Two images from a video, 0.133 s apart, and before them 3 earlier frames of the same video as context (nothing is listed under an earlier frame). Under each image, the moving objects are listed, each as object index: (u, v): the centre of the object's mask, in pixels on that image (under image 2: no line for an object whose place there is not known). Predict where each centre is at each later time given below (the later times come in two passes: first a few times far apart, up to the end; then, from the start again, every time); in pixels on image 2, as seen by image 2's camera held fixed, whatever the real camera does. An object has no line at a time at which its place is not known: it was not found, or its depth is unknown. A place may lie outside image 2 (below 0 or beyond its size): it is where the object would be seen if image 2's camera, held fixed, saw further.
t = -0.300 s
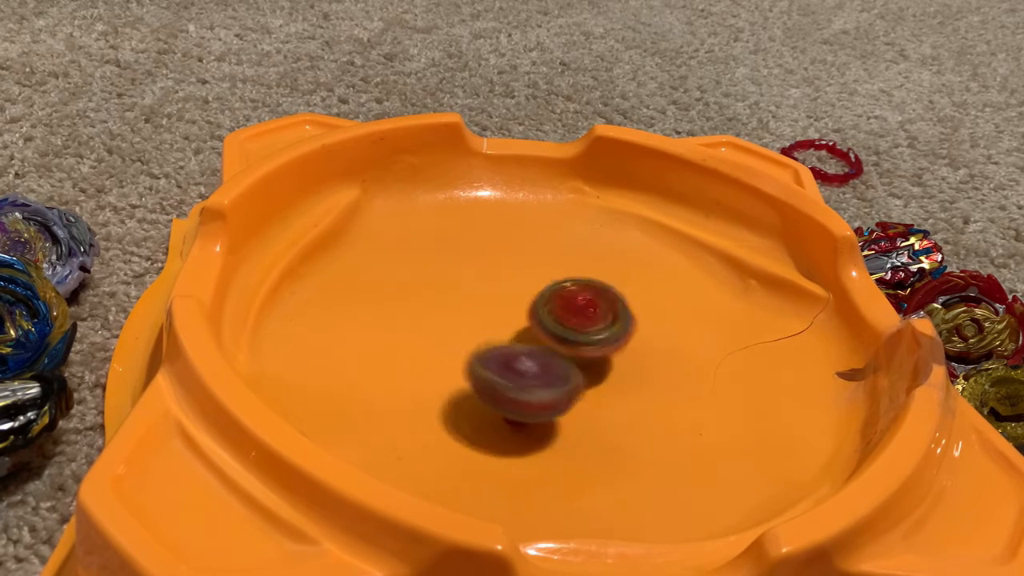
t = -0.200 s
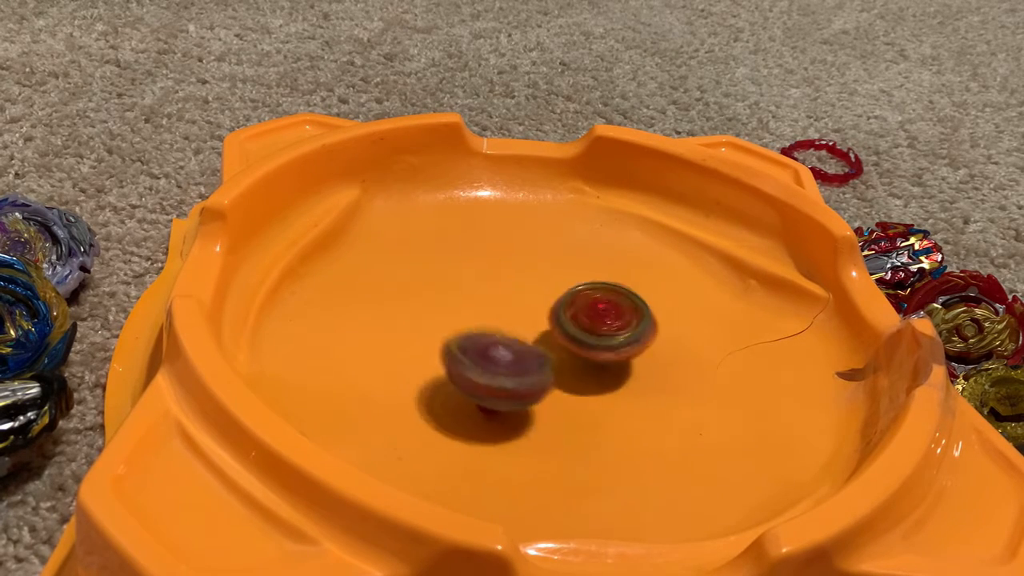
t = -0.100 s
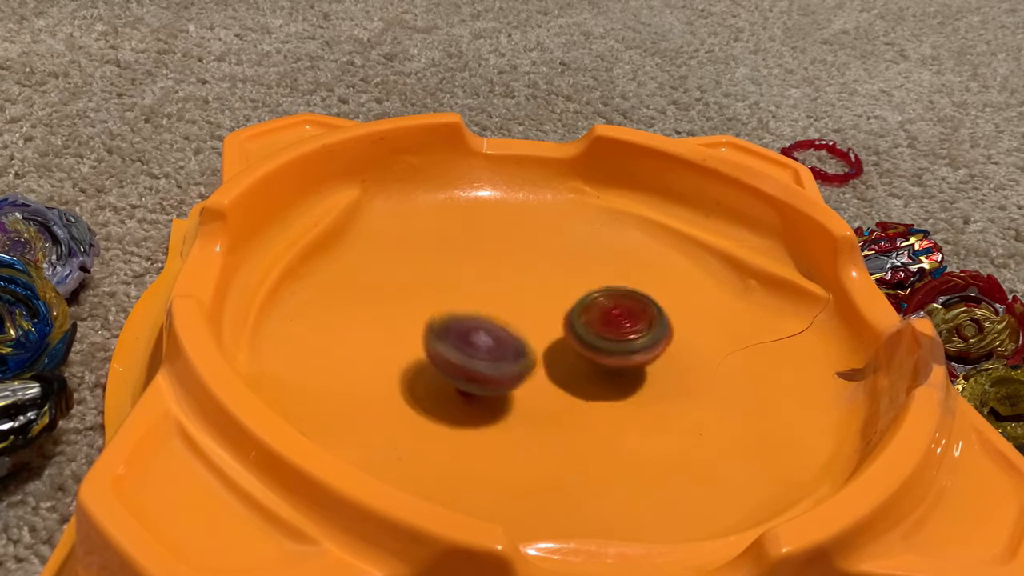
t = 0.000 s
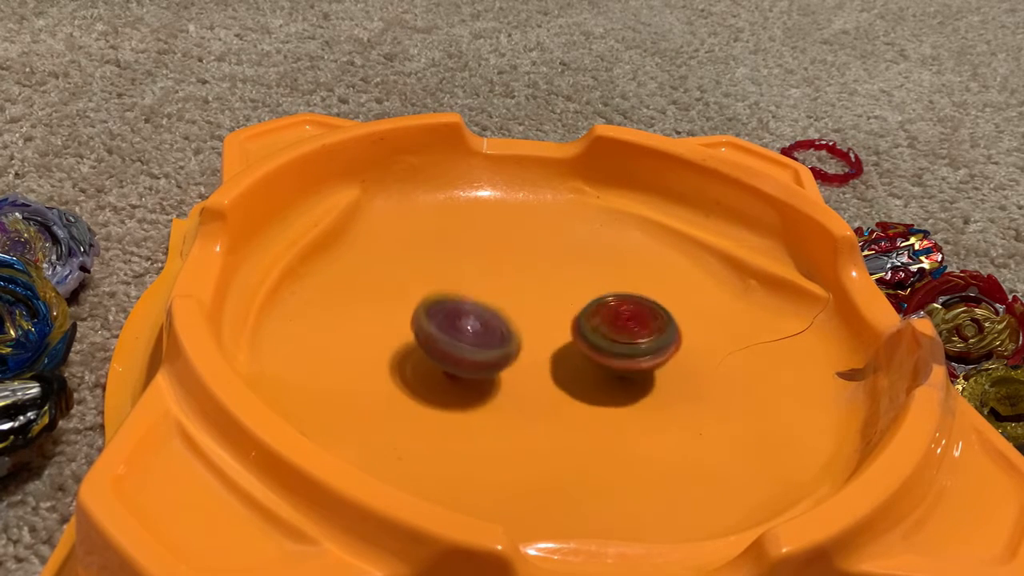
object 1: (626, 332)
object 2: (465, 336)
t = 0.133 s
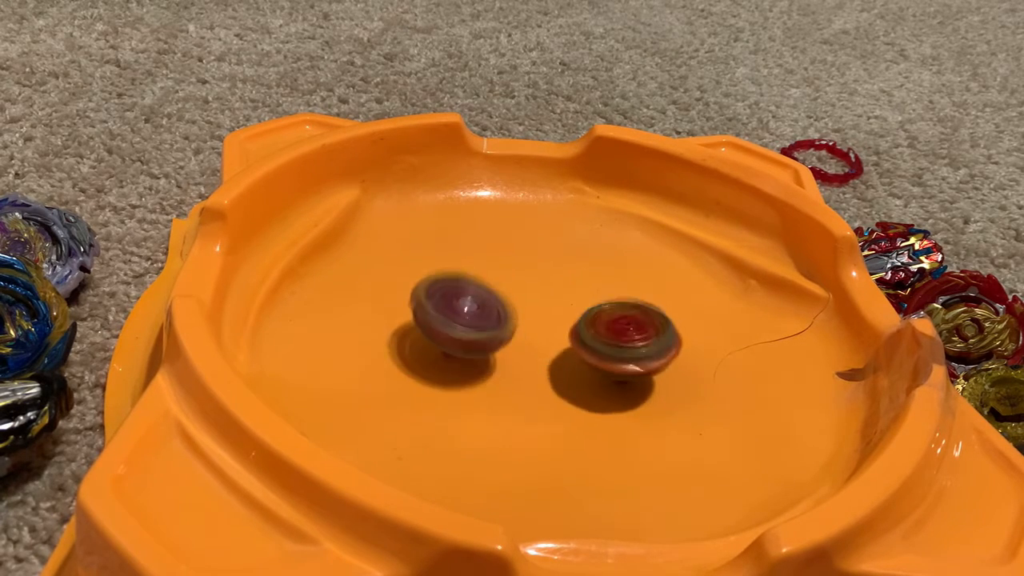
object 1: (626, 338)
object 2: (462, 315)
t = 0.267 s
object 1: (611, 341)
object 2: (476, 300)
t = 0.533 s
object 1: (580, 349)
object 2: (499, 257)
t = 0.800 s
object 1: (542, 339)
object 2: (550, 260)
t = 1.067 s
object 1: (476, 340)
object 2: (636, 282)
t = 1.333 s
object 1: (458, 340)
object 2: (664, 326)
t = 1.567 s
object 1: (507, 336)
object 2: (633, 359)
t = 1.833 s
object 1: (544, 312)
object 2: (611, 379)
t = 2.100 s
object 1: (594, 307)
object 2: (552, 375)
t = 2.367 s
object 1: (626, 320)
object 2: (514, 332)
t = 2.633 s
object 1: (635, 340)
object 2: (512, 294)
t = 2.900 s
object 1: (584, 347)
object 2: (552, 267)
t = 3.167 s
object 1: (529, 325)
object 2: (616, 271)
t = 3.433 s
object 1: (538, 304)
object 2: (654, 301)
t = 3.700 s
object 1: (538, 307)
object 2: (645, 344)
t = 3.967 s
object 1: (523, 287)
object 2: (590, 352)
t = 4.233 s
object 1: (535, 279)
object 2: (571, 345)
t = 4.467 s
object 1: (553, 287)
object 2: (563, 354)
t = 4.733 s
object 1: (660, 330)
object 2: (539, 357)
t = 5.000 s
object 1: (683, 311)
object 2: (564, 352)
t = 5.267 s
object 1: (681, 323)
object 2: (574, 360)
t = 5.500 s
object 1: (668, 335)
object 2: (580, 346)
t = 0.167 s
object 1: (623, 340)
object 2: (465, 310)
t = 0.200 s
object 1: (620, 340)
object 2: (468, 307)
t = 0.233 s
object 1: (615, 341)
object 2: (472, 303)
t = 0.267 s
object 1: (611, 341)
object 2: (476, 300)
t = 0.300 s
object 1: (606, 341)
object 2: (482, 296)
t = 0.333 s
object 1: (599, 340)
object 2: (487, 294)
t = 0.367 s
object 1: (591, 339)
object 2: (493, 290)
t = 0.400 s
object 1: (590, 342)
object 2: (493, 281)
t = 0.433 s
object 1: (589, 345)
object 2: (491, 270)
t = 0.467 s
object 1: (586, 347)
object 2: (493, 265)
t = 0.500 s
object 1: (584, 348)
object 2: (496, 259)
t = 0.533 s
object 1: (580, 349)
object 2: (499, 257)
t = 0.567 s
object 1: (577, 349)
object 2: (504, 254)
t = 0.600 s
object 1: (573, 348)
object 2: (508, 252)
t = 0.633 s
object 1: (567, 346)
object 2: (514, 251)
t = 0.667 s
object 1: (562, 345)
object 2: (521, 252)
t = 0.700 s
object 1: (557, 344)
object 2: (527, 253)
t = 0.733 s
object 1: (552, 342)
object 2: (535, 254)
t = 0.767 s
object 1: (547, 340)
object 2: (542, 257)
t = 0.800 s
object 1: (542, 339)
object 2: (550, 260)
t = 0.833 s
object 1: (537, 335)
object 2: (559, 263)
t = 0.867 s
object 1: (533, 332)
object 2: (567, 267)
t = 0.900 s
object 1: (526, 329)
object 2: (579, 271)
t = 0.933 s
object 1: (509, 336)
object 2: (595, 270)
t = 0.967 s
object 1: (496, 338)
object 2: (611, 271)
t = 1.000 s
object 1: (489, 340)
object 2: (621, 274)
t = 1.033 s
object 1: (483, 340)
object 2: (628, 279)
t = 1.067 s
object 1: (476, 340)
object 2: (636, 282)
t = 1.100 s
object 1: (469, 340)
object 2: (642, 285)
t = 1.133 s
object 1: (463, 340)
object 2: (649, 290)
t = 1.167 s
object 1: (458, 340)
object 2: (654, 296)
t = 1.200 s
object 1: (454, 340)
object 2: (658, 301)
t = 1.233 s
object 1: (455, 340)
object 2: (662, 307)
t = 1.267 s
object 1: (453, 339)
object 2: (664, 313)
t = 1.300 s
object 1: (456, 340)
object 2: (664, 320)
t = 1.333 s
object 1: (458, 340)
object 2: (664, 326)
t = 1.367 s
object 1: (464, 340)
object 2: (662, 331)
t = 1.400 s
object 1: (470, 339)
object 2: (658, 337)
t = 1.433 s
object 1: (478, 340)
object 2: (653, 342)
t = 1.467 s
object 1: (487, 339)
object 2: (646, 347)
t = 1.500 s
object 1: (497, 339)
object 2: (639, 351)
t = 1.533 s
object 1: (507, 339)
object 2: (630, 354)
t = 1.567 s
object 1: (507, 336)
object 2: (633, 359)
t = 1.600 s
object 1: (507, 330)
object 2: (646, 367)
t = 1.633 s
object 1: (511, 327)
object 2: (651, 371)
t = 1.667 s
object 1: (516, 326)
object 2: (648, 374)
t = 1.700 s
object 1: (520, 323)
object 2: (642, 375)
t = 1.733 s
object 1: (526, 321)
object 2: (635, 376)
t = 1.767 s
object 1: (533, 319)
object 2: (628, 377)
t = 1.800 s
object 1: (539, 317)
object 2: (621, 377)
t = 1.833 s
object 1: (544, 312)
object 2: (611, 379)
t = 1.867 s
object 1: (551, 310)
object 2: (604, 380)
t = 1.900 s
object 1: (556, 309)
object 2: (597, 383)
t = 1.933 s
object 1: (562, 307)
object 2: (589, 383)
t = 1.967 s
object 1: (569, 306)
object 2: (582, 383)
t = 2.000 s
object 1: (575, 306)
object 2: (574, 382)
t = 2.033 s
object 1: (581, 305)
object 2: (567, 381)
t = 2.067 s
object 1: (588, 306)
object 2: (559, 379)
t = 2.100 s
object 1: (594, 307)
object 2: (552, 375)
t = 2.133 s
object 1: (600, 308)
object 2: (546, 371)
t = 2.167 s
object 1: (605, 308)
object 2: (539, 367)
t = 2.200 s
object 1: (610, 310)
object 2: (534, 363)
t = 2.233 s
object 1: (613, 312)
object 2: (531, 357)
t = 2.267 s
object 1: (617, 313)
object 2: (527, 350)
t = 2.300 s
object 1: (619, 317)
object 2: (524, 346)
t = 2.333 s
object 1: (621, 318)
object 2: (520, 341)
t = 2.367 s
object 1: (626, 320)
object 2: (514, 332)
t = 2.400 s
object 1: (632, 324)
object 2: (508, 327)
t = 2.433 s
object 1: (635, 326)
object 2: (505, 321)
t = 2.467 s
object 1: (638, 327)
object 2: (504, 315)
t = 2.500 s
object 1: (641, 330)
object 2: (505, 311)
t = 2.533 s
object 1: (641, 333)
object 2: (505, 306)
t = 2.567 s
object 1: (641, 334)
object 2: (507, 301)
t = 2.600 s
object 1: (639, 337)
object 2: (509, 297)
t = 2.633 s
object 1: (635, 340)
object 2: (512, 294)
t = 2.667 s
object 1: (629, 341)
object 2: (517, 290)
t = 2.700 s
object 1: (626, 342)
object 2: (521, 287)
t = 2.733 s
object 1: (620, 343)
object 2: (527, 285)
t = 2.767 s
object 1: (612, 343)
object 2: (533, 284)
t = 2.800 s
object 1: (605, 344)
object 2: (539, 281)
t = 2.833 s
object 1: (600, 347)
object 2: (542, 274)
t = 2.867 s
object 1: (594, 348)
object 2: (547, 269)
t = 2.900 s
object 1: (584, 347)
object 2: (552, 267)
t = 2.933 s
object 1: (577, 346)
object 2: (558, 266)
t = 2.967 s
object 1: (570, 344)
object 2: (565, 265)
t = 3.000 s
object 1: (565, 341)
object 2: (571, 265)
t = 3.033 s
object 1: (559, 337)
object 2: (577, 266)
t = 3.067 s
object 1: (551, 331)
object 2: (584, 268)
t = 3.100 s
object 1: (547, 328)
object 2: (592, 269)
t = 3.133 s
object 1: (539, 325)
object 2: (603, 273)
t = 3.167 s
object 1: (529, 325)
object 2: (616, 271)
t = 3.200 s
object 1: (522, 321)
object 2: (628, 274)
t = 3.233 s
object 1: (520, 317)
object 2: (635, 276)
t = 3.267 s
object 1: (522, 312)
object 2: (639, 278)
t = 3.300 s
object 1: (524, 310)
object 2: (645, 281)
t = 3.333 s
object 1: (528, 309)
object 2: (649, 286)
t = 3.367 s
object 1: (529, 309)
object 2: (651, 290)
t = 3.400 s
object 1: (532, 306)
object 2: (653, 296)
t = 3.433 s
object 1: (538, 304)
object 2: (654, 301)
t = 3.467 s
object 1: (544, 306)
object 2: (653, 306)
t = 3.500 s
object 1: (547, 307)
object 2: (652, 312)
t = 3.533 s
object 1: (544, 304)
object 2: (663, 319)
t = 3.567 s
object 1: (541, 303)
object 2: (669, 329)
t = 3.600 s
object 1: (543, 303)
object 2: (668, 335)
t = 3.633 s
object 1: (544, 307)
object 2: (662, 339)
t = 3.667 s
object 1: (540, 308)
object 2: (653, 342)
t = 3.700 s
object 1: (538, 307)
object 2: (645, 344)
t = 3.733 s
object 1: (536, 305)
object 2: (637, 348)
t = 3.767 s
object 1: (528, 298)
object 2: (638, 362)
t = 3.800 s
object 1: (523, 293)
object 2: (634, 366)
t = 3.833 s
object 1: (523, 293)
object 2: (623, 364)
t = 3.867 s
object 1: (524, 290)
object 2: (612, 363)
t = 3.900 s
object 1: (526, 289)
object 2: (603, 360)
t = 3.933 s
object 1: (525, 290)
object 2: (594, 355)
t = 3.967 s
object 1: (523, 287)
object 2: (590, 352)
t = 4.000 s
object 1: (522, 284)
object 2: (582, 350)
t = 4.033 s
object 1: (523, 282)
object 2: (578, 348)
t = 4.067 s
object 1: (524, 280)
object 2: (573, 349)
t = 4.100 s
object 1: (525, 279)
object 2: (568, 348)
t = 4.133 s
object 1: (528, 278)
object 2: (568, 346)
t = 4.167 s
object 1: (531, 277)
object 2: (571, 343)
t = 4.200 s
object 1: (533, 277)
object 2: (573, 343)
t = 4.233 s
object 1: (535, 279)
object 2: (571, 345)
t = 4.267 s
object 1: (534, 277)
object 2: (569, 347)
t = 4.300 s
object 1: (541, 277)
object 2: (568, 347)
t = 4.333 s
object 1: (544, 279)
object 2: (571, 346)
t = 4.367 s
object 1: (546, 281)
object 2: (575, 347)
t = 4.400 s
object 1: (545, 284)
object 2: (577, 349)
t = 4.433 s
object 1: (547, 286)
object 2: (573, 350)
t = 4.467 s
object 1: (553, 287)
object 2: (563, 354)
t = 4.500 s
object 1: (565, 291)
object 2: (553, 359)
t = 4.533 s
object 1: (577, 299)
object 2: (544, 362)
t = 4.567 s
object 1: (591, 306)
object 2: (544, 361)
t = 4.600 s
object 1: (604, 316)
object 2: (544, 366)
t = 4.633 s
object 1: (618, 324)
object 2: (543, 365)
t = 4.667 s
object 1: (631, 329)
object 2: (542, 362)
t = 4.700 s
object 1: (646, 331)
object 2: (539, 360)
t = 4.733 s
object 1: (660, 330)
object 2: (539, 357)
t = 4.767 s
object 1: (670, 329)
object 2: (542, 354)
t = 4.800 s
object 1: (678, 326)
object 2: (546, 353)
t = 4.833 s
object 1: (682, 322)
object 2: (549, 357)
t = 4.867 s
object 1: (684, 318)
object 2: (549, 355)
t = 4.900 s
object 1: (685, 315)
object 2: (551, 351)
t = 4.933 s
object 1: (684, 313)
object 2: (555, 349)
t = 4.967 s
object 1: (684, 311)
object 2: (560, 349)
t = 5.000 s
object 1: (683, 311)
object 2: (564, 352)
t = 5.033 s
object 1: (683, 310)
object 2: (564, 353)
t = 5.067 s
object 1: (683, 311)
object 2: (563, 356)
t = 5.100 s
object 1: (684, 311)
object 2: (566, 357)
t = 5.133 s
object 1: (684, 313)
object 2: (570, 357)
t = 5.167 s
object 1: (684, 315)
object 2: (571, 357)
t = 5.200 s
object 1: (684, 317)
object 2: (570, 358)
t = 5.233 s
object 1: (683, 320)
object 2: (573, 359)
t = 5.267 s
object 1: (681, 323)
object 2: (574, 360)
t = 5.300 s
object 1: (677, 326)
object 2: (574, 358)
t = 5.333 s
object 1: (670, 329)
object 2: (574, 354)
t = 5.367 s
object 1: (667, 331)
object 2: (572, 353)
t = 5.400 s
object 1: (670, 333)
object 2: (569, 346)
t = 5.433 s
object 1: (669, 333)
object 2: (572, 346)
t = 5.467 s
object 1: (667, 334)
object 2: (576, 346)
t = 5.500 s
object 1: (668, 335)
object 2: (580, 346)
